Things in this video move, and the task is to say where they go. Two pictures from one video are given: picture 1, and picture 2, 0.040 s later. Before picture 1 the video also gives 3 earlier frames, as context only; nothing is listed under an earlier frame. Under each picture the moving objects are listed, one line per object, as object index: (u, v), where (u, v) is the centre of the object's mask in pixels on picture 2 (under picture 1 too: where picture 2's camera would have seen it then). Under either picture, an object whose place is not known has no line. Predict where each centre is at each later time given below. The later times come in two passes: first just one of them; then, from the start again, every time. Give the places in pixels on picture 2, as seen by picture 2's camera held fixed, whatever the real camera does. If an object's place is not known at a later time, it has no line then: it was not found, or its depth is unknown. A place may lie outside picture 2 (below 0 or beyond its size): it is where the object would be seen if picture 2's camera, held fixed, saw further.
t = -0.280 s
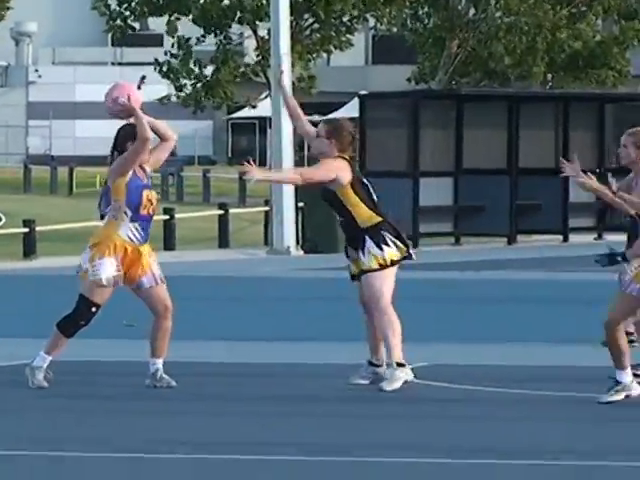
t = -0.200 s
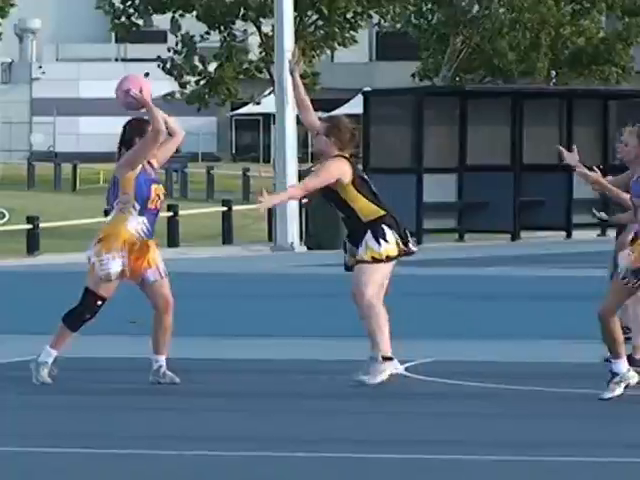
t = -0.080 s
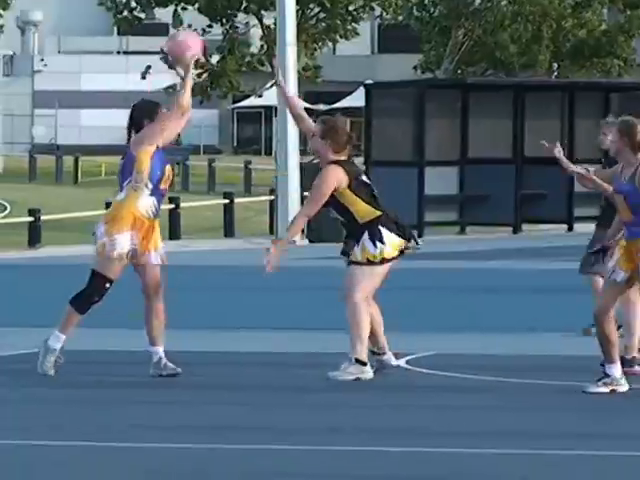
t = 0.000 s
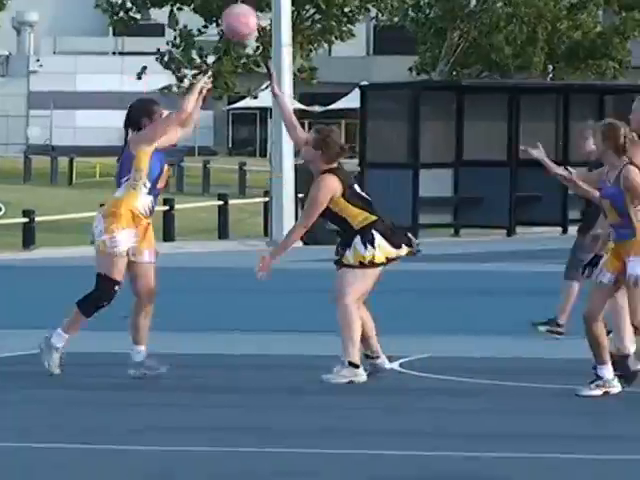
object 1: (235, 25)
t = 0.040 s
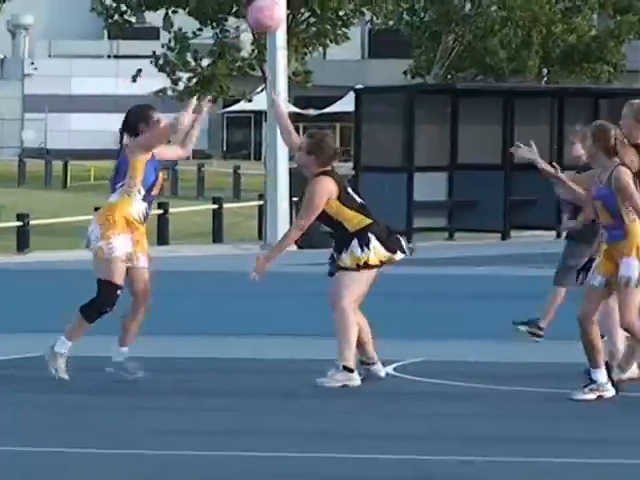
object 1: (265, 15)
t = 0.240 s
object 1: (414, 11)
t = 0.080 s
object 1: (296, 11)
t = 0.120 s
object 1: (325, 7)
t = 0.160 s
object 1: (356, 6)
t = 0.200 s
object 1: (385, 8)
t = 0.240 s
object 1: (414, 11)
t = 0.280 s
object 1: (442, 18)
